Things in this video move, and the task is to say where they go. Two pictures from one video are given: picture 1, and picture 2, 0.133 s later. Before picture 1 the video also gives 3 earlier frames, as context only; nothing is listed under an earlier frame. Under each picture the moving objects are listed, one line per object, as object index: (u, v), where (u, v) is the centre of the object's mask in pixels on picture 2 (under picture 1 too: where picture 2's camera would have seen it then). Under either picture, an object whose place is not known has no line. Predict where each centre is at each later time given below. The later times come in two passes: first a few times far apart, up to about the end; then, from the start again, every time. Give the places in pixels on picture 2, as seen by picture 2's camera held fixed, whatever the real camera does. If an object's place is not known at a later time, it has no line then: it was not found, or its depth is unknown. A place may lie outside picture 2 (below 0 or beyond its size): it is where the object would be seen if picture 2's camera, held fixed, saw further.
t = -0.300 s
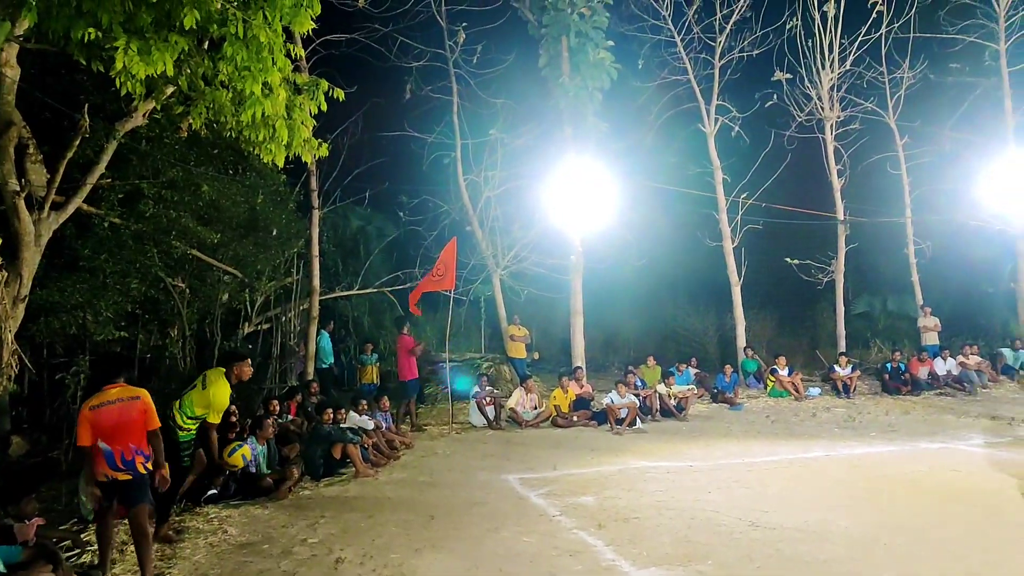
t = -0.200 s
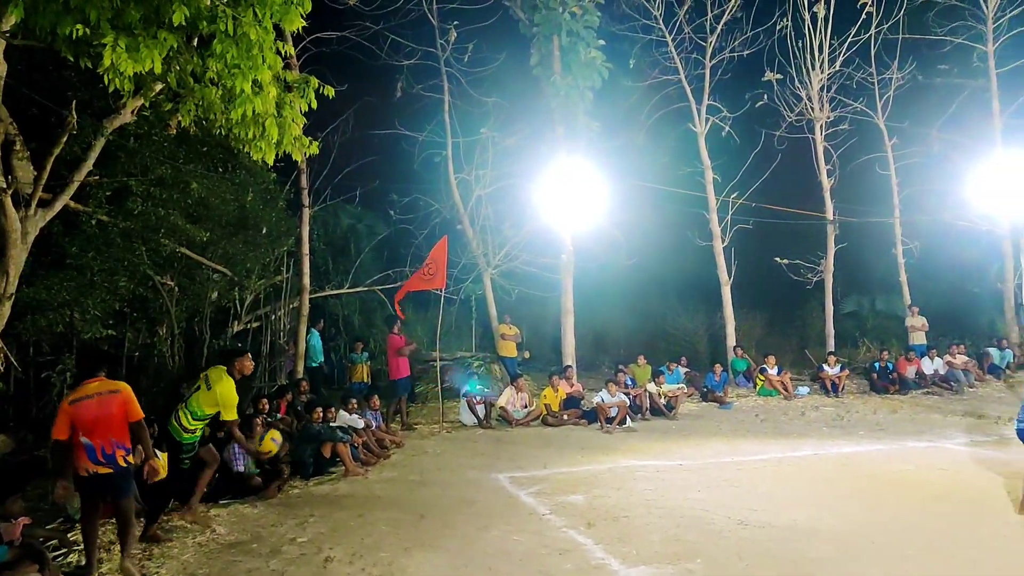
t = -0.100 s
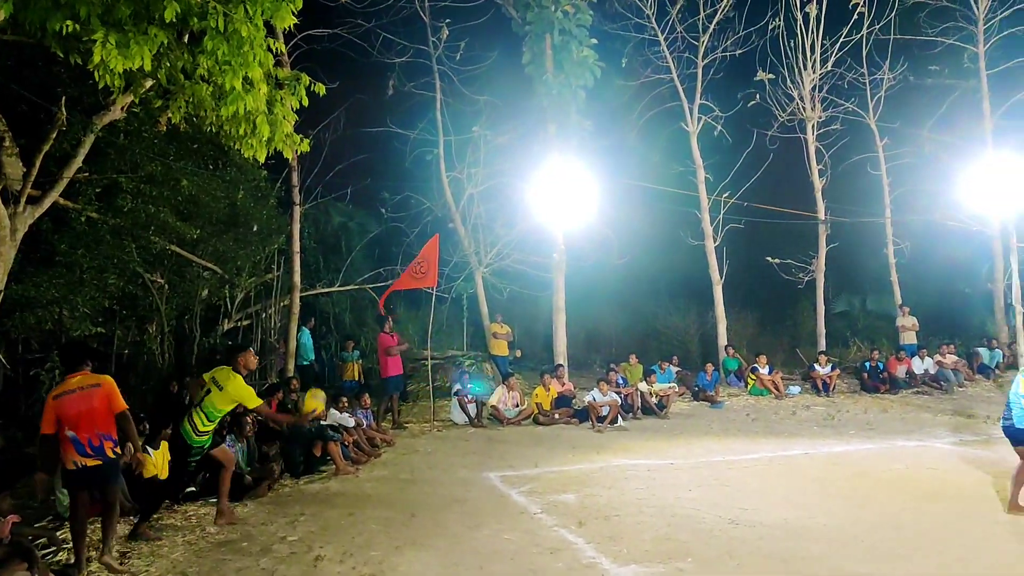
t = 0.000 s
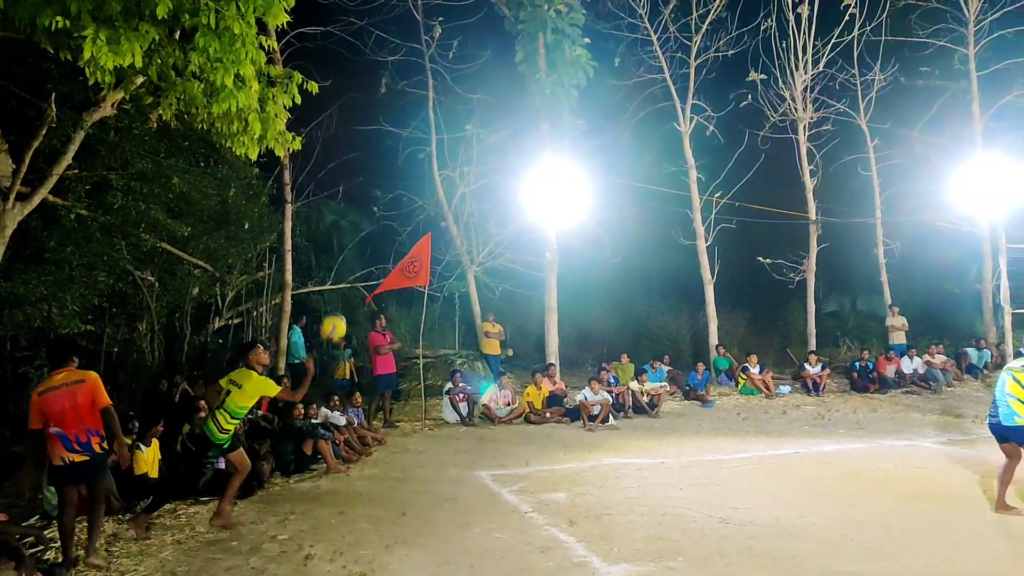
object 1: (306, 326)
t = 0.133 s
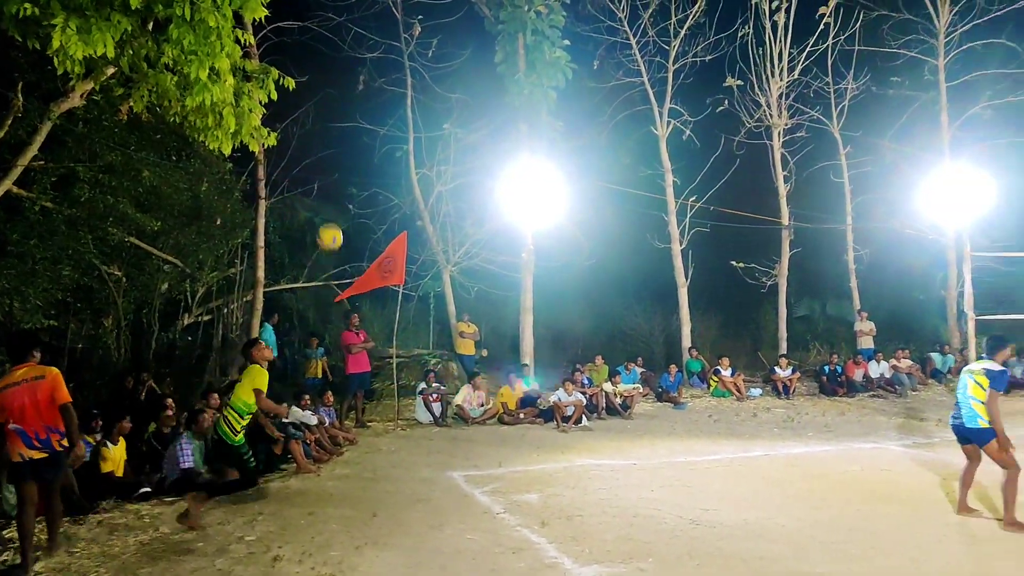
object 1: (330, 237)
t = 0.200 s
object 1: (342, 203)
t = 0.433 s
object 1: (381, 125)
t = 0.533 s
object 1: (397, 112)
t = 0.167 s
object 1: (335, 219)
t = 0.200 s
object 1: (342, 203)
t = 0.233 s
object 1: (347, 187)
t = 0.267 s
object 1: (354, 173)
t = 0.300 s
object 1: (359, 161)
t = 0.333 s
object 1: (364, 150)
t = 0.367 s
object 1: (370, 140)
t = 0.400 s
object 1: (375, 132)
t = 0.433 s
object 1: (381, 125)
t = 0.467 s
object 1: (386, 120)
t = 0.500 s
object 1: (392, 115)
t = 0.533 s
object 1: (397, 112)
